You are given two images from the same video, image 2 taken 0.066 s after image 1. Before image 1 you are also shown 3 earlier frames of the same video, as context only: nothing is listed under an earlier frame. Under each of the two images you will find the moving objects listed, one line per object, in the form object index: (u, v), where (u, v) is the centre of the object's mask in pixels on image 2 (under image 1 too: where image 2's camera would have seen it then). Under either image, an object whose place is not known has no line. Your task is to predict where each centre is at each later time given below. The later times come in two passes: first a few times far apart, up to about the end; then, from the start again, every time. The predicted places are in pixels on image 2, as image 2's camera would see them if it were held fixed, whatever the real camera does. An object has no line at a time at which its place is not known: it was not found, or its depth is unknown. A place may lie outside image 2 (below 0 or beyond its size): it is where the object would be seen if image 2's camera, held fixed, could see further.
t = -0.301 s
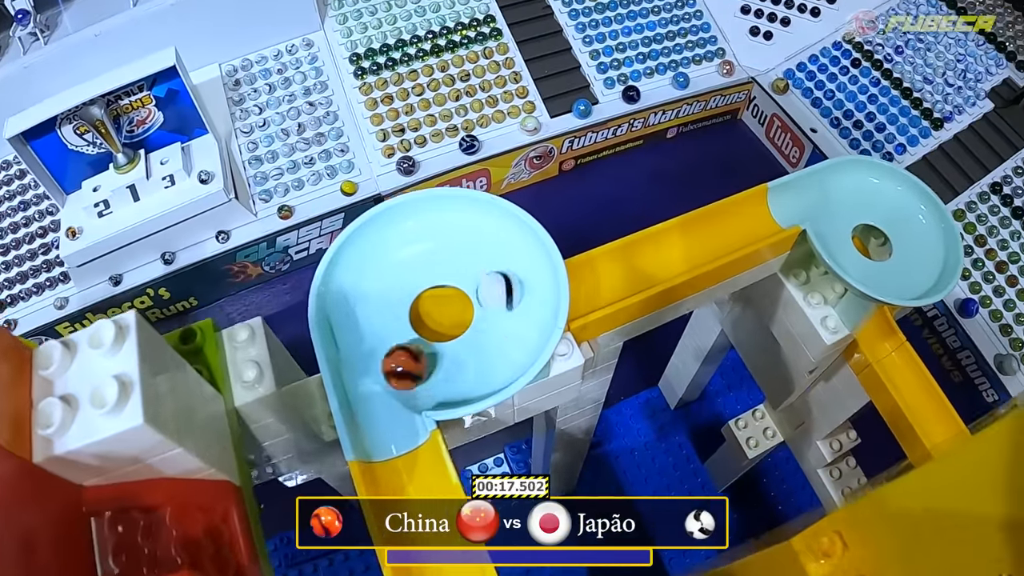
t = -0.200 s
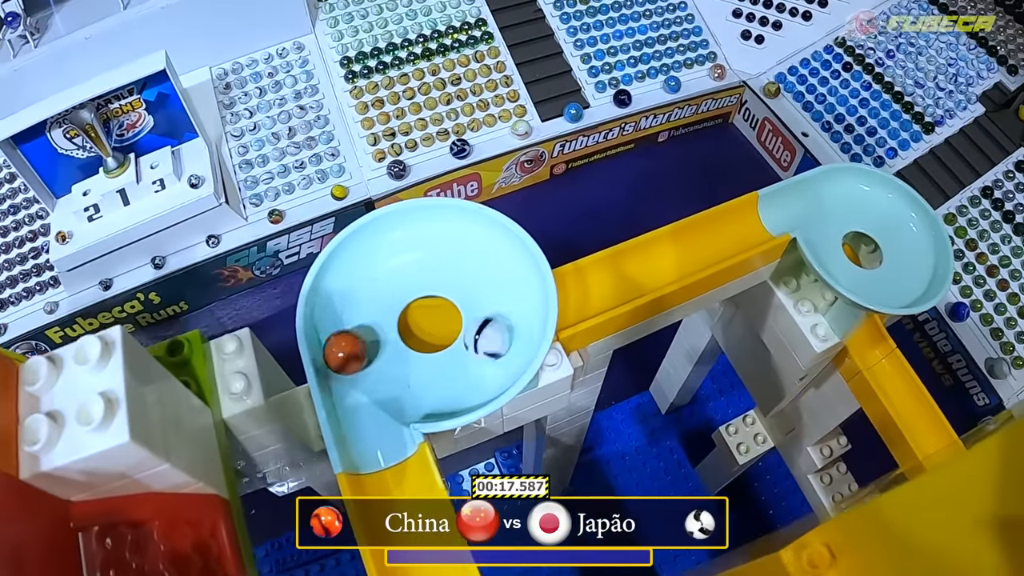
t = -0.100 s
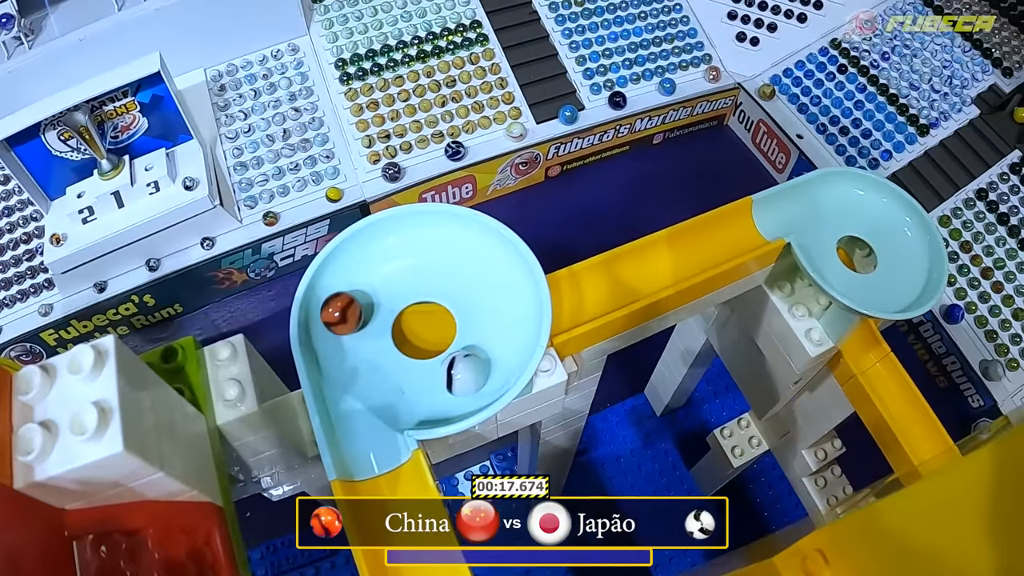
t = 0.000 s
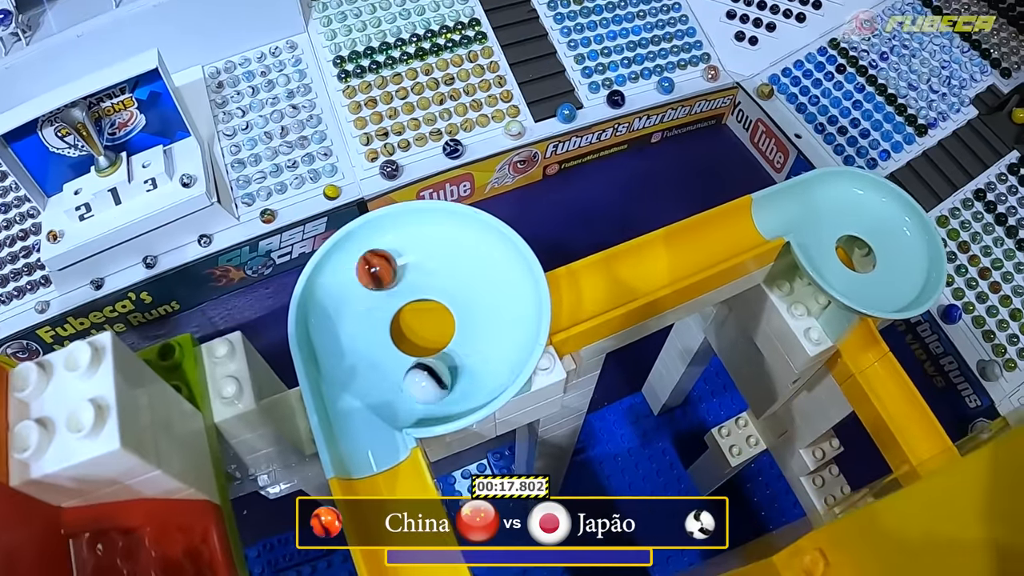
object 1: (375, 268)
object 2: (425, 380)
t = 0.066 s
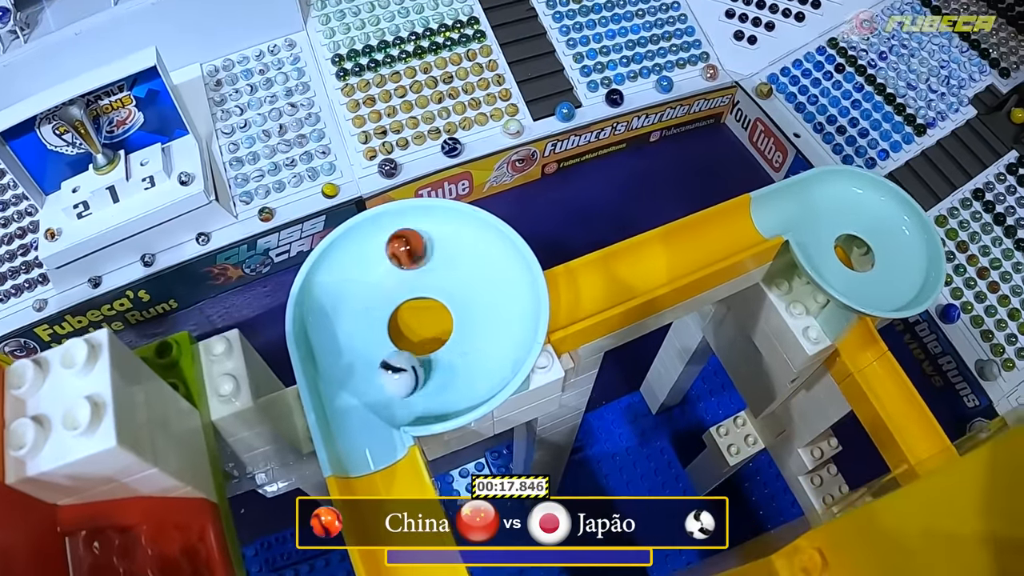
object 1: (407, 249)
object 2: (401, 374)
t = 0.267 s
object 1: (482, 274)
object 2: (350, 328)
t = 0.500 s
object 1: (456, 382)
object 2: (376, 272)
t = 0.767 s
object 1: (349, 332)
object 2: (456, 266)
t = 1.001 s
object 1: (378, 255)
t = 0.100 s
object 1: (422, 243)
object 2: (390, 369)
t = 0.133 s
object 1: (438, 241)
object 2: (380, 361)
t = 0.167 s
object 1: (453, 243)
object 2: (372, 351)
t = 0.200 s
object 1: (465, 250)
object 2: (362, 344)
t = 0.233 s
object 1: (475, 260)
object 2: (355, 337)
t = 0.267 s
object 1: (482, 274)
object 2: (350, 328)
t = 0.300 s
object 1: (486, 290)
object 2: (347, 318)
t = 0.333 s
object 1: (488, 306)
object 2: (347, 309)
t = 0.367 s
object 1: (487, 323)
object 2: (350, 300)
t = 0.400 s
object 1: (483, 340)
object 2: (353, 292)
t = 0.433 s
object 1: (477, 357)
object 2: (358, 284)
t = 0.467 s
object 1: (468, 371)
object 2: (367, 277)
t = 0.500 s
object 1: (456, 382)
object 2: (376, 272)
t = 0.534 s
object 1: (440, 389)
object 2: (385, 268)
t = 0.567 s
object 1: (425, 392)
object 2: (397, 264)
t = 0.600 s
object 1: (409, 389)
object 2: (406, 261)
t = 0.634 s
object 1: (394, 382)
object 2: (420, 260)
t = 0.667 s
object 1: (380, 372)
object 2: (427, 260)
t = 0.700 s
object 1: (368, 360)
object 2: (438, 261)
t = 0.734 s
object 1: (358, 346)
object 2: (447, 264)
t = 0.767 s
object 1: (349, 332)
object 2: (456, 266)
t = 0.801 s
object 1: (344, 317)
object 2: (463, 271)
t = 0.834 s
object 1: (341, 302)
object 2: (470, 277)
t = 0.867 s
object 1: (342, 289)
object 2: (474, 283)
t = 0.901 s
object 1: (346, 277)
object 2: (478, 290)
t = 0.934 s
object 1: (354, 267)
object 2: (481, 299)
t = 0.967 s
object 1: (365, 260)
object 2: (482, 310)
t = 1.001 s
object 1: (378, 255)
